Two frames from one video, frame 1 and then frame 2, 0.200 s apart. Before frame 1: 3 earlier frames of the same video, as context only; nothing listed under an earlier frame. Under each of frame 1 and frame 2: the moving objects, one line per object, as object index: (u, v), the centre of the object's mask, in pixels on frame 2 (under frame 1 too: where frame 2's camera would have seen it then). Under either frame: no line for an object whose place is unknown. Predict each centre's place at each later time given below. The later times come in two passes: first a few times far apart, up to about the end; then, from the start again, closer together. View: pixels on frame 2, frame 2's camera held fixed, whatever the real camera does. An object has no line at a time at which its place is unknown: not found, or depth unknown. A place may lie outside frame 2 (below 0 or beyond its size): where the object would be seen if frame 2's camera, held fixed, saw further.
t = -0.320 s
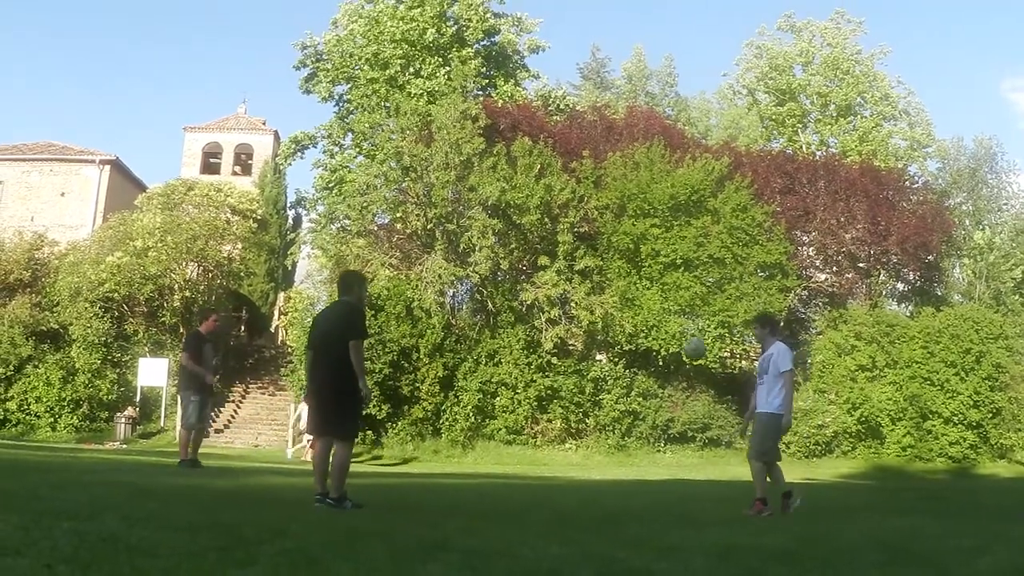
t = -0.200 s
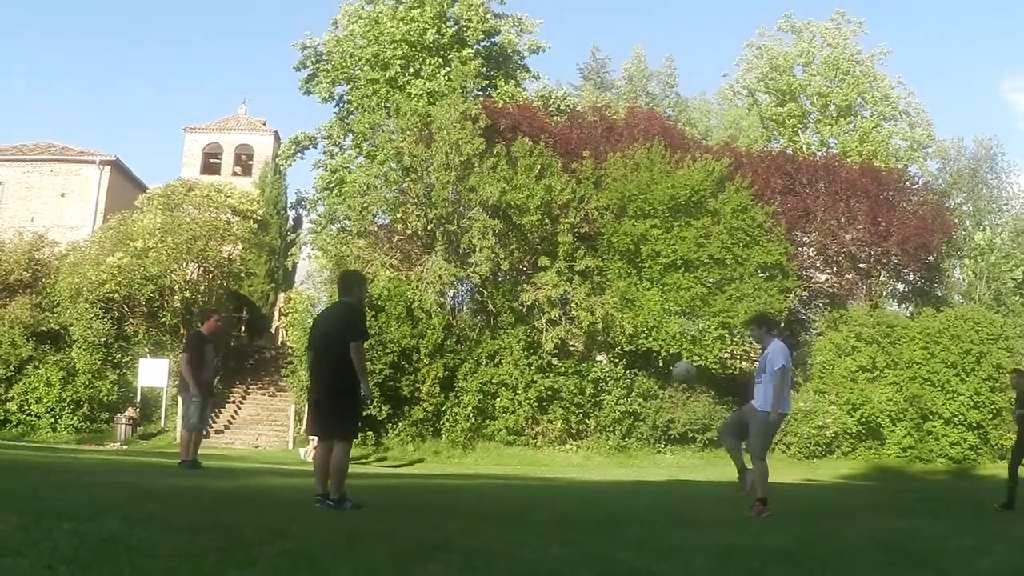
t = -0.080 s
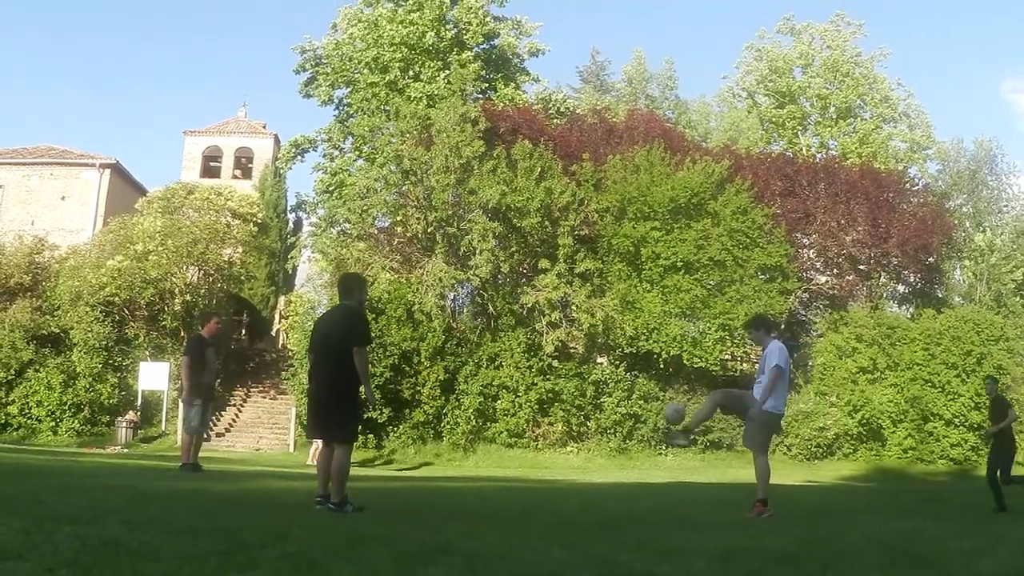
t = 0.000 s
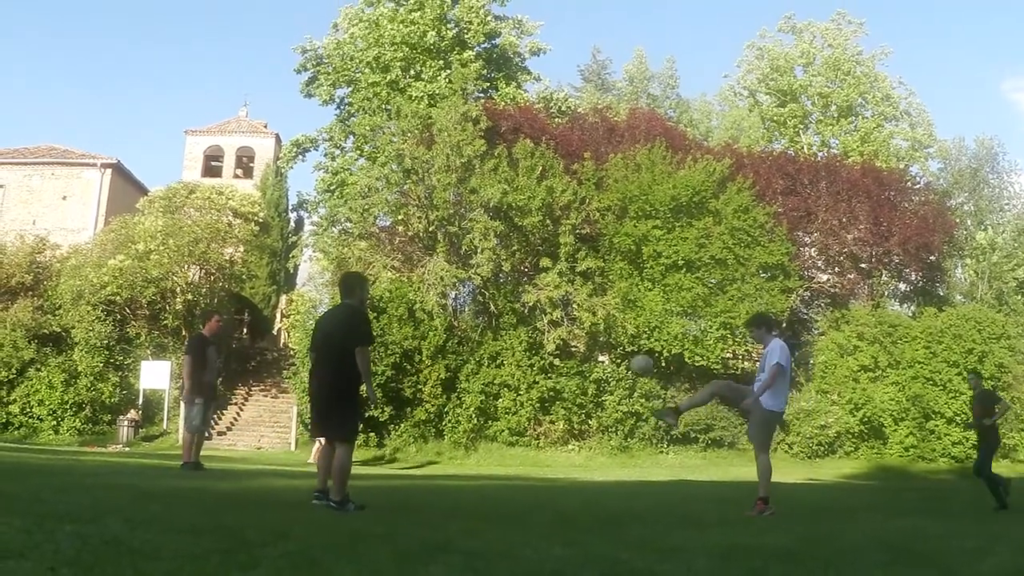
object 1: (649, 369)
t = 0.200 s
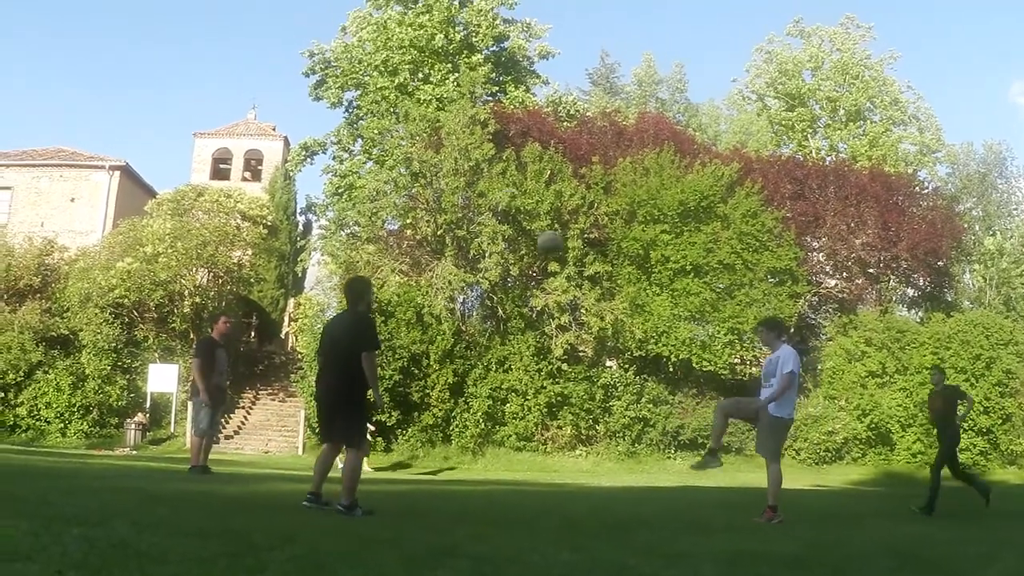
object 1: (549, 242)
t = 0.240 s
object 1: (528, 221)
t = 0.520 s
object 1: (385, 124)
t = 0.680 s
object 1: (300, 104)
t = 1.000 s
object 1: (118, 151)
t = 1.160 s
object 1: (13, 226)
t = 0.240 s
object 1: (528, 221)
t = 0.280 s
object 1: (508, 202)
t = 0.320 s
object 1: (488, 185)
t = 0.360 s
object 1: (467, 169)
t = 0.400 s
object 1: (446, 155)
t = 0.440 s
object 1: (426, 143)
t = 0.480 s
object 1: (405, 132)
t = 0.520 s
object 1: (385, 124)
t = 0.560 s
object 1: (362, 116)
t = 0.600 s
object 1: (342, 110)
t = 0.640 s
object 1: (321, 106)
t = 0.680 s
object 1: (300, 104)
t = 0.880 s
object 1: (189, 119)
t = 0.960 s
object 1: (143, 138)
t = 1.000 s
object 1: (118, 151)
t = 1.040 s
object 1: (94, 165)
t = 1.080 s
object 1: (68, 183)
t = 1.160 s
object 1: (13, 226)
